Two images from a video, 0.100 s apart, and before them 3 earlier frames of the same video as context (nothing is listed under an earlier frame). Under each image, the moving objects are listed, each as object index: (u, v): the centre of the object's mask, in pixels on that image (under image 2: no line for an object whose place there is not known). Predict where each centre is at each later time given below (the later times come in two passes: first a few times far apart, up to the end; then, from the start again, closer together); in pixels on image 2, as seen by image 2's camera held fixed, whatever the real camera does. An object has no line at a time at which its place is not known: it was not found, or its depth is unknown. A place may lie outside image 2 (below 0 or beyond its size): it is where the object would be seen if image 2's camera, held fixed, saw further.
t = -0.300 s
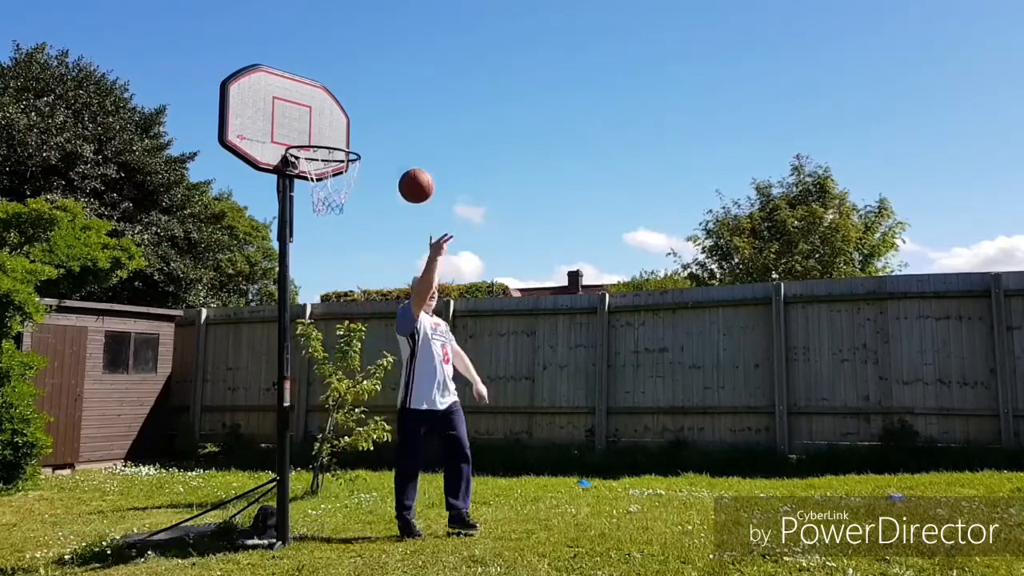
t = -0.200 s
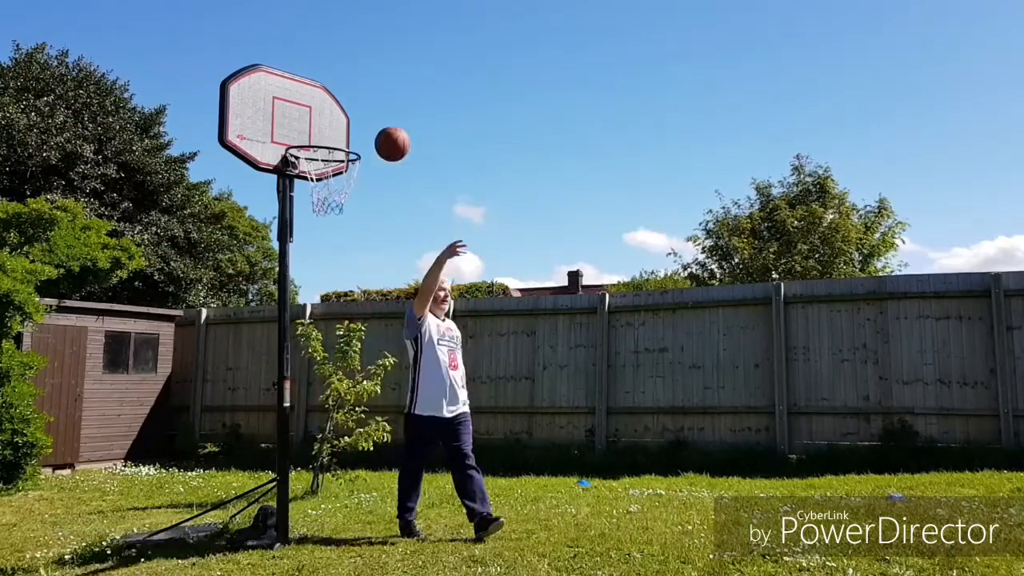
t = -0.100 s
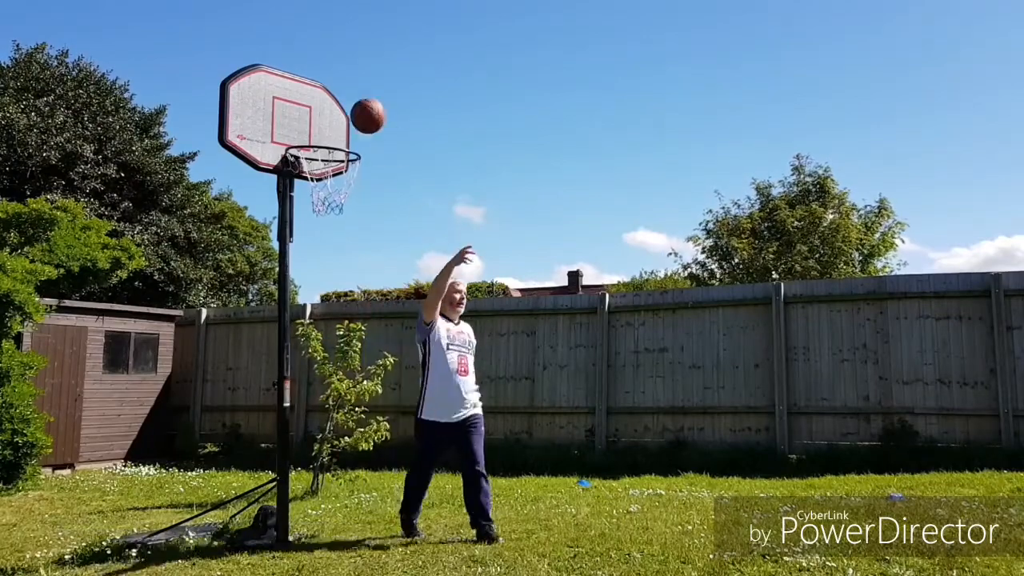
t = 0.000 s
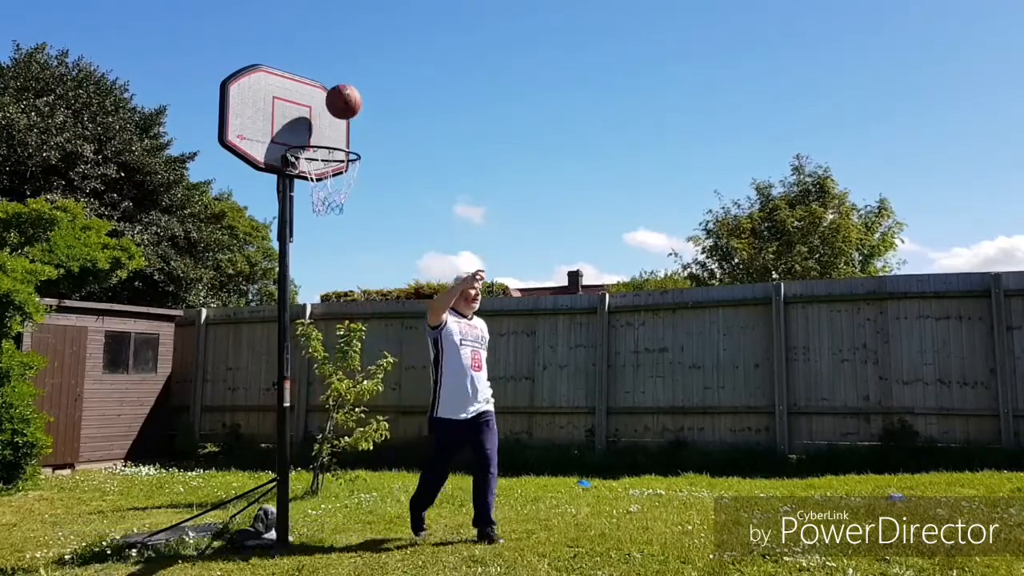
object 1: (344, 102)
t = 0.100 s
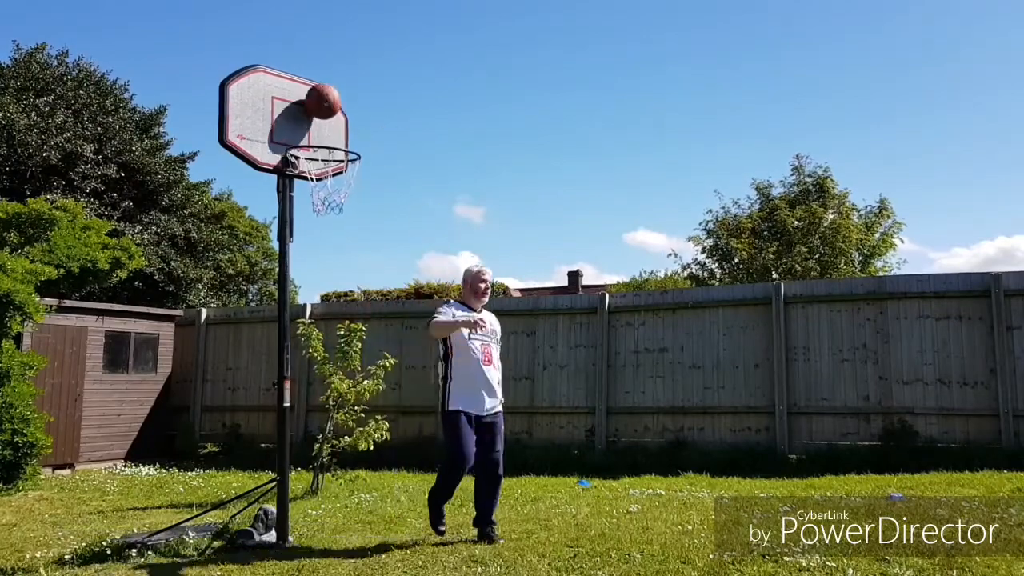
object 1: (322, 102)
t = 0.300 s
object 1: (316, 145)
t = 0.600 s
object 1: (326, 195)
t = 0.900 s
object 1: (337, 305)
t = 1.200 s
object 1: (344, 527)
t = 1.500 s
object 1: (364, 388)
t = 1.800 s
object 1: (378, 394)
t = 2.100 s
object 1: (390, 526)
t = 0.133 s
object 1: (322, 105)
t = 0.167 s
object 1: (321, 109)
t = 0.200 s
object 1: (319, 116)
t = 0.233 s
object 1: (318, 124)
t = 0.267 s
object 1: (317, 134)
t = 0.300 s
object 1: (316, 145)
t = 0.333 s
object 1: (317, 148)
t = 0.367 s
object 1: (318, 151)
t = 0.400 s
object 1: (319, 158)
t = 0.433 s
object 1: (321, 165)
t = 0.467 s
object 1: (323, 174)
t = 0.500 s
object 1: (323, 182)
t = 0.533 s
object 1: (325, 185)
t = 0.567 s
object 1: (325, 190)
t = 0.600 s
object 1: (326, 195)
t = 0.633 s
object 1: (328, 198)
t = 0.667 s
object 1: (329, 205)
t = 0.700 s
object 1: (331, 214)
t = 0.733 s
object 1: (332, 225)
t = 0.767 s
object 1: (333, 237)
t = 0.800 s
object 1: (334, 252)
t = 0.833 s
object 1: (335, 268)
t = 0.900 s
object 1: (337, 305)
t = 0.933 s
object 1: (338, 328)
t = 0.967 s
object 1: (339, 352)
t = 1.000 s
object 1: (340, 378)
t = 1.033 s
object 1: (340, 408)
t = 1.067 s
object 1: (340, 438)
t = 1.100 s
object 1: (341, 471)
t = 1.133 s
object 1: (342, 507)
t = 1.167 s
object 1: (342, 545)
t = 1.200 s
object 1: (344, 527)
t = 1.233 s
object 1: (346, 504)
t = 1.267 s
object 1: (349, 481)
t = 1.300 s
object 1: (351, 463)
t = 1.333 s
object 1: (353, 446)
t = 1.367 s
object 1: (355, 431)
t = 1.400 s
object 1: (357, 417)
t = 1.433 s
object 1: (360, 405)
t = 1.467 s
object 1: (361, 395)
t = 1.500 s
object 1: (364, 388)
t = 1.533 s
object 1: (366, 382)
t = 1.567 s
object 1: (367, 377)
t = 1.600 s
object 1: (369, 374)
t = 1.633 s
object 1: (371, 374)
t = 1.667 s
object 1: (372, 374)
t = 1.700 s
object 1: (374, 377)
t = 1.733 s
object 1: (375, 381)
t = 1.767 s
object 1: (377, 388)
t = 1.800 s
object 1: (378, 394)
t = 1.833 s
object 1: (380, 404)
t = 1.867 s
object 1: (382, 416)
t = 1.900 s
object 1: (382, 429)
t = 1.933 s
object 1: (384, 444)
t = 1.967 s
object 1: (386, 460)
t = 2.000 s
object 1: (387, 478)
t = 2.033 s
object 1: (388, 499)
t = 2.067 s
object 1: (389, 520)
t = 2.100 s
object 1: (390, 526)
